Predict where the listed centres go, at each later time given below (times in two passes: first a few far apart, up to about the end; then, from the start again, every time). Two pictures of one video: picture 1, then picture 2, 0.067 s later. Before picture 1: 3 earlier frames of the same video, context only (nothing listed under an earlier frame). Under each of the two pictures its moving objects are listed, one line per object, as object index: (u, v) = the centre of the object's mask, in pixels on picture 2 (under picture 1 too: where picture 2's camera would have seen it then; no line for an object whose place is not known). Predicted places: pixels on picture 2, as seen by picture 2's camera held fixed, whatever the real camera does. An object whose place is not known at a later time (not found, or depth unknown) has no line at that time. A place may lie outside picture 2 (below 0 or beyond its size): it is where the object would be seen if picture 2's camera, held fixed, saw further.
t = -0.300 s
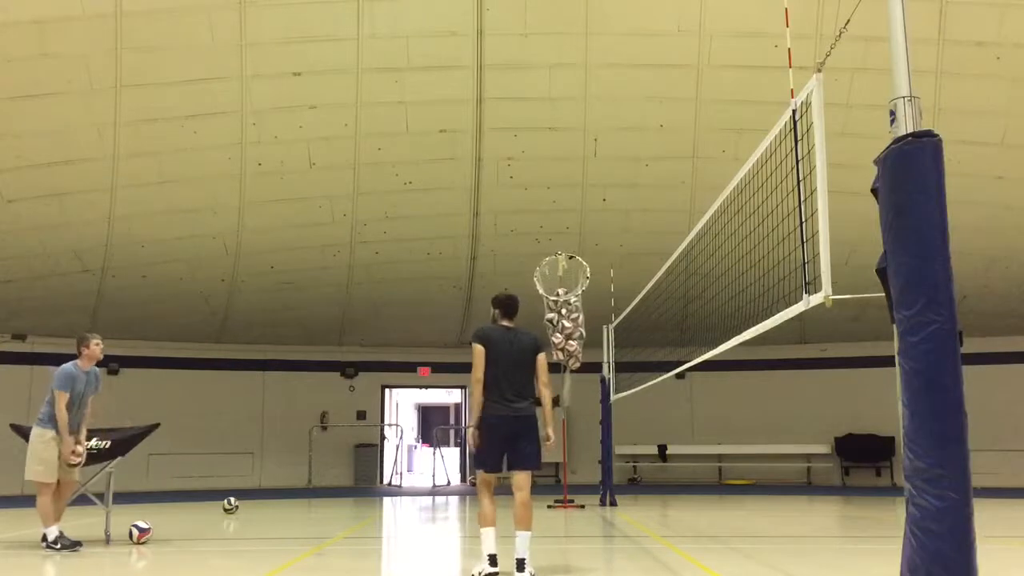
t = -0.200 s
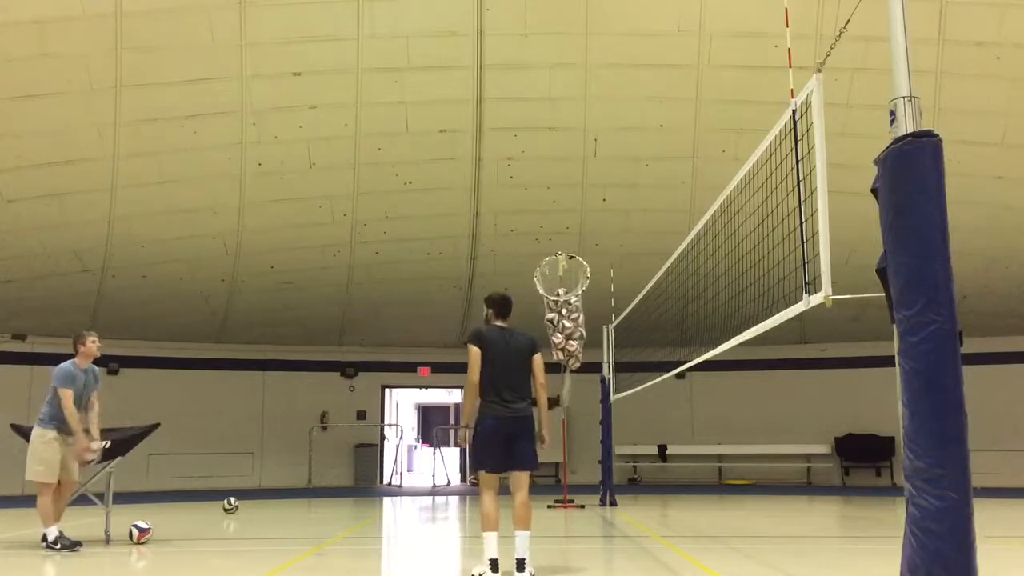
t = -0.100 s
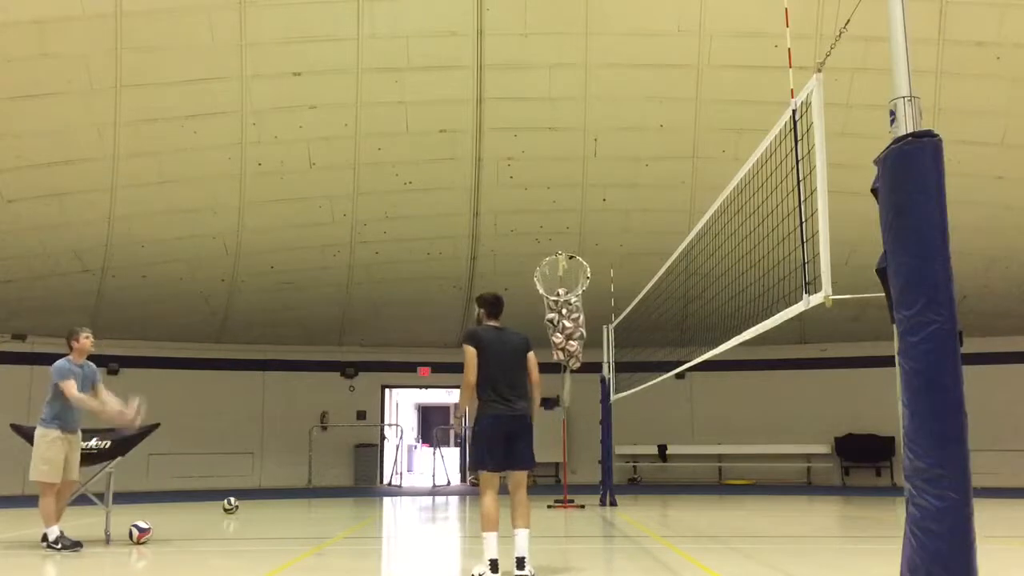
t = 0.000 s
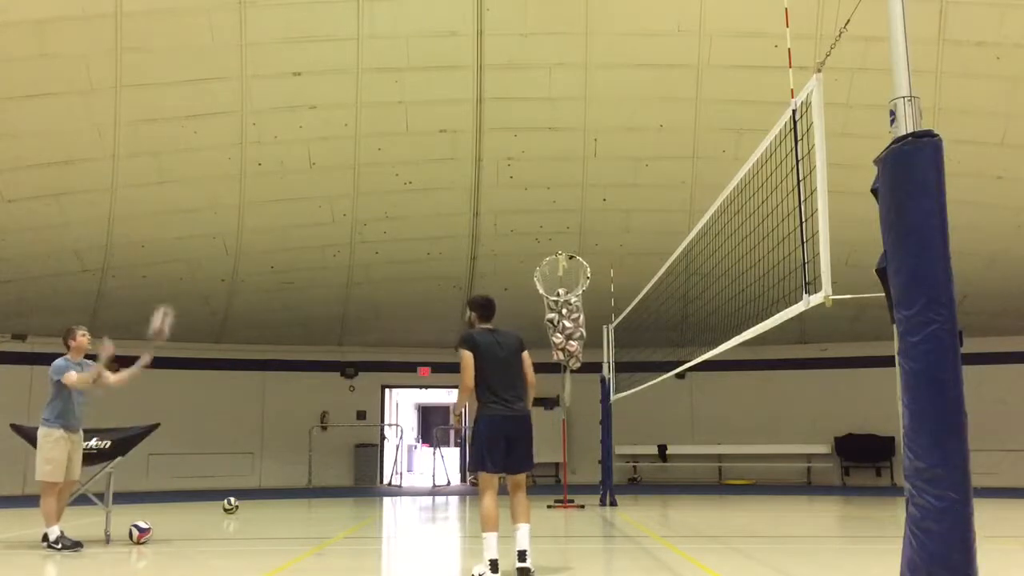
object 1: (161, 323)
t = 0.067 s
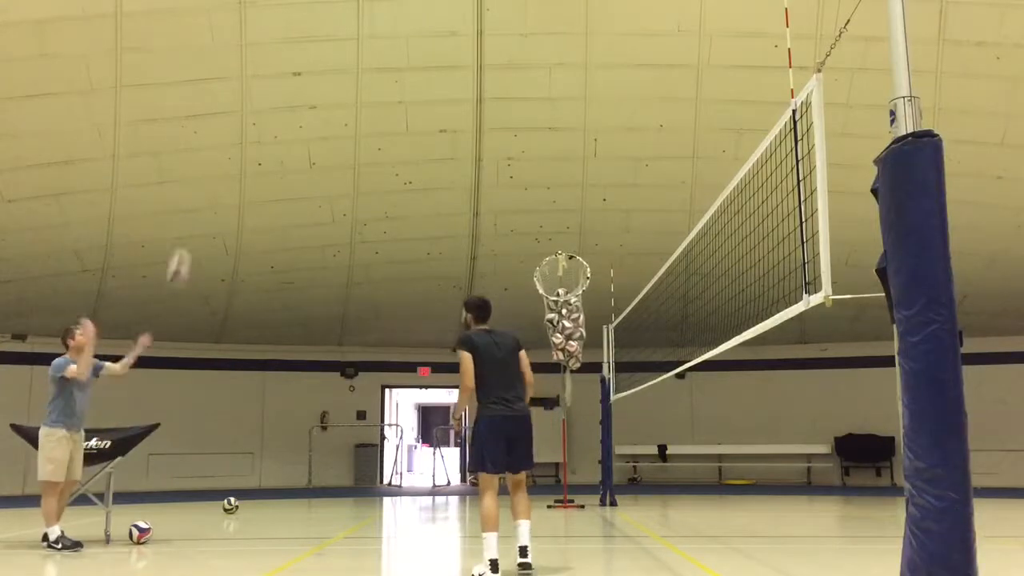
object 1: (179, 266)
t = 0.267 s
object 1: (225, 130)
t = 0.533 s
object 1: (288, 21)
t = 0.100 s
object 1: (186, 239)
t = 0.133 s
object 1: (195, 213)
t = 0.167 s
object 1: (203, 190)
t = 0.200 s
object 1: (210, 167)
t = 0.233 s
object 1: (217, 148)
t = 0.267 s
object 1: (225, 130)
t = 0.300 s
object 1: (235, 112)
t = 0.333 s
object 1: (241, 96)
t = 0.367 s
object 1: (248, 80)
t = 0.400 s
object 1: (257, 66)
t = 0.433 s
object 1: (265, 53)
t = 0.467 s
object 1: (273, 42)
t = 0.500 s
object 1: (281, 31)
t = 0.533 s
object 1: (288, 21)
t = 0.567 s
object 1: (295, 13)
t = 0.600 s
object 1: (302, 7)
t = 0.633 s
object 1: (310, 4)
